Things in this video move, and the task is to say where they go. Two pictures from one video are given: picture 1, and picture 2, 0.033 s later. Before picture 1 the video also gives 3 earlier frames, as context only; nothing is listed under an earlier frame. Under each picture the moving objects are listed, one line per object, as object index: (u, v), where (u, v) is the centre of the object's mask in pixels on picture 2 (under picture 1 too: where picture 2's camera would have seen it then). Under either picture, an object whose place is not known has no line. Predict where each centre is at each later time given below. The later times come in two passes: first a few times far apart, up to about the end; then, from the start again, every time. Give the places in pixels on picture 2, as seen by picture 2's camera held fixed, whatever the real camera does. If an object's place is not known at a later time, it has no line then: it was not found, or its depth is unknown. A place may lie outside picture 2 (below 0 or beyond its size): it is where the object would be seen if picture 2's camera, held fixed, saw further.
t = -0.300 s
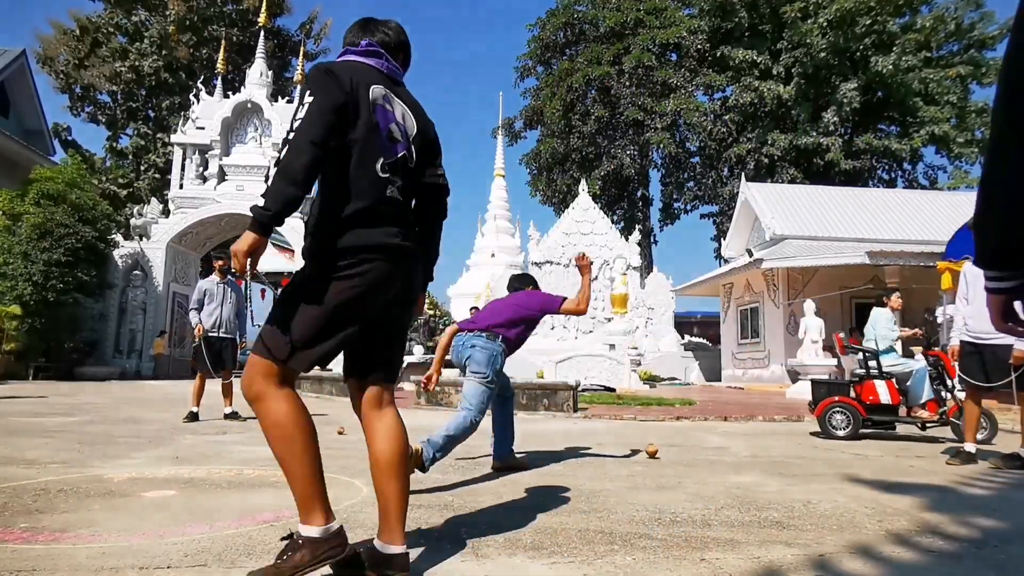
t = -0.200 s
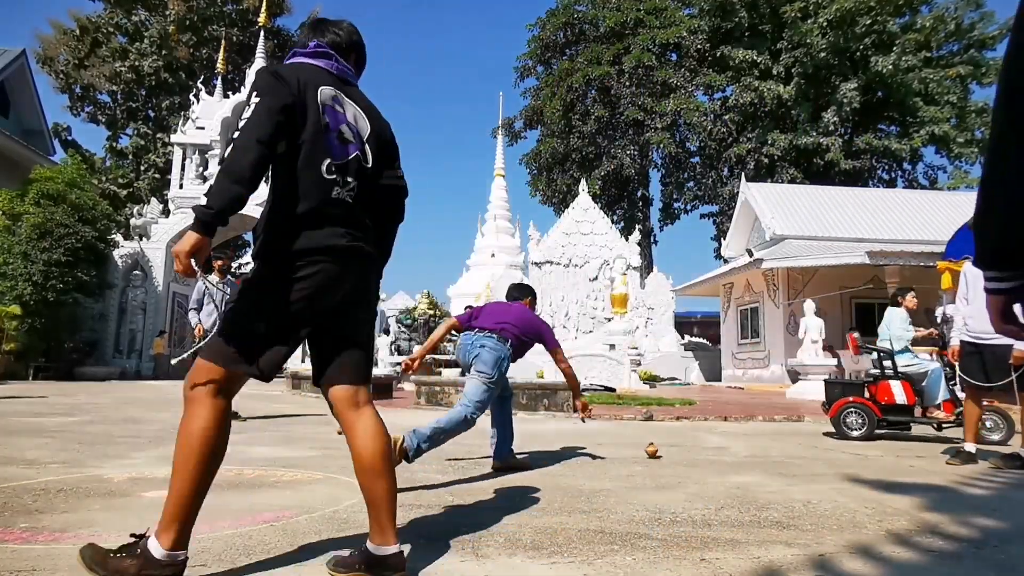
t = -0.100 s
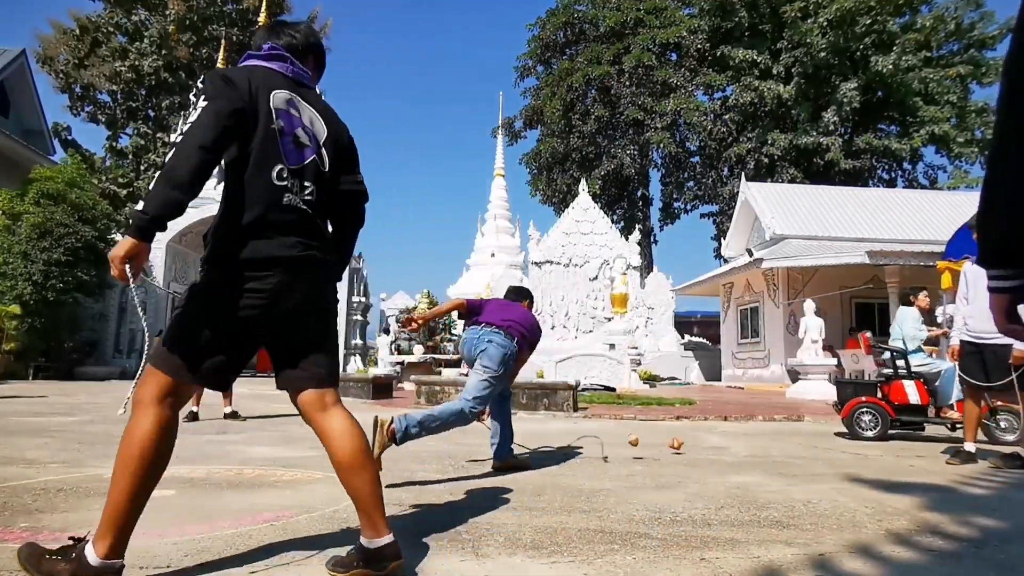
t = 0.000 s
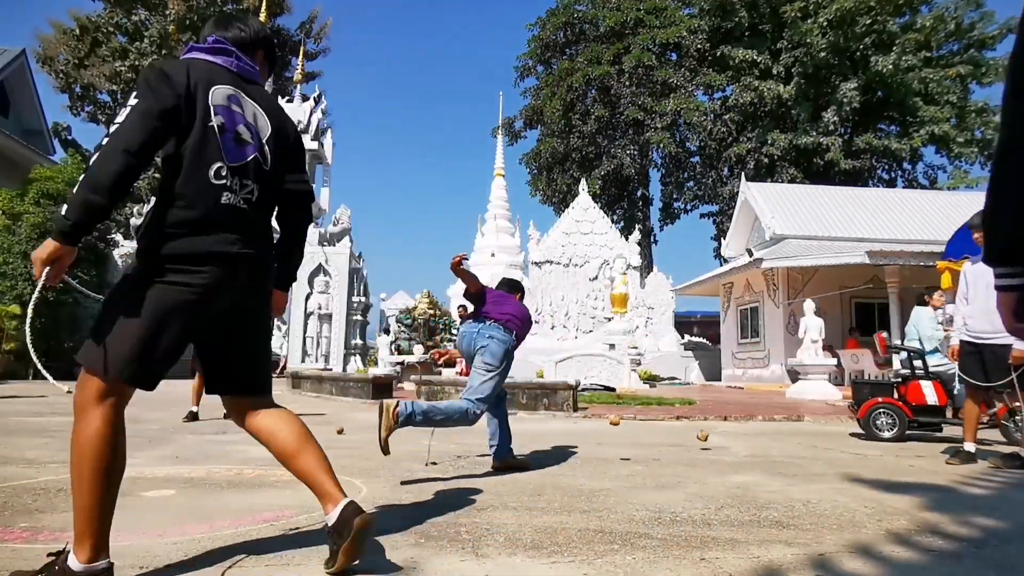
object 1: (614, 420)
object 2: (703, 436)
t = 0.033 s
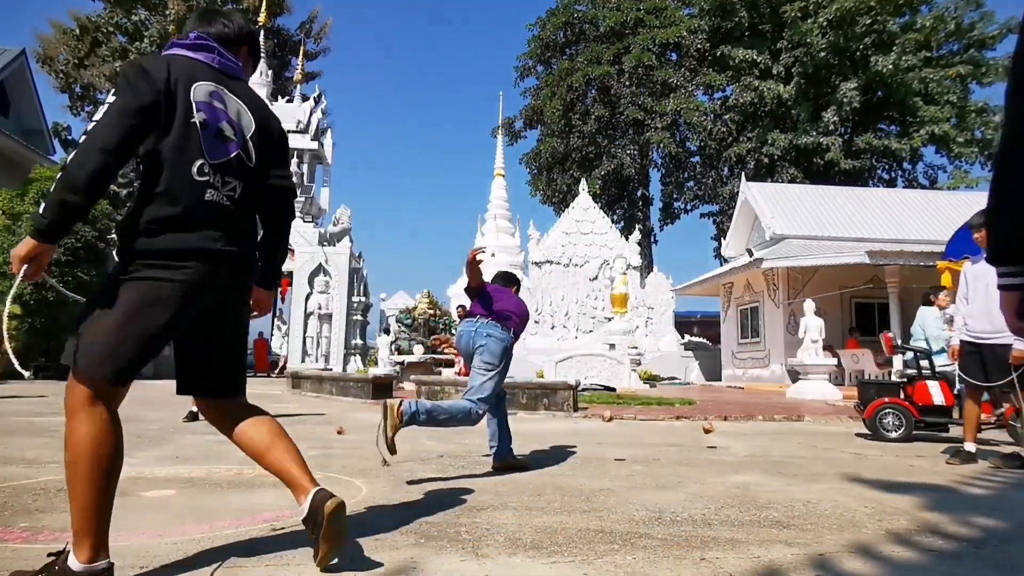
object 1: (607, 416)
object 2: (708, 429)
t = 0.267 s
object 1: (554, 446)
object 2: (740, 417)
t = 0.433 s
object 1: (531, 451)
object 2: (763, 423)
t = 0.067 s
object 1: (600, 414)
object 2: (713, 422)
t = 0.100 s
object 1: (593, 415)
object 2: (718, 417)
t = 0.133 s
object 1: (586, 417)
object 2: (722, 415)
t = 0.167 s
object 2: (728, 414)
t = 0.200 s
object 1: (571, 428)
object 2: (732, 412)
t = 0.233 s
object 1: (563, 436)
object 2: (737, 414)
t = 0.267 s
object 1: (554, 446)
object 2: (740, 417)
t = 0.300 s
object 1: (546, 459)
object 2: (745, 419)
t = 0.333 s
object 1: (539, 468)
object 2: (750, 423)
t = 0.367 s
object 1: (536, 460)
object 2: (755, 432)
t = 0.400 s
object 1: (534, 455)
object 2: (759, 433)
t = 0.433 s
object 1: (531, 451)
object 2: (763, 423)
